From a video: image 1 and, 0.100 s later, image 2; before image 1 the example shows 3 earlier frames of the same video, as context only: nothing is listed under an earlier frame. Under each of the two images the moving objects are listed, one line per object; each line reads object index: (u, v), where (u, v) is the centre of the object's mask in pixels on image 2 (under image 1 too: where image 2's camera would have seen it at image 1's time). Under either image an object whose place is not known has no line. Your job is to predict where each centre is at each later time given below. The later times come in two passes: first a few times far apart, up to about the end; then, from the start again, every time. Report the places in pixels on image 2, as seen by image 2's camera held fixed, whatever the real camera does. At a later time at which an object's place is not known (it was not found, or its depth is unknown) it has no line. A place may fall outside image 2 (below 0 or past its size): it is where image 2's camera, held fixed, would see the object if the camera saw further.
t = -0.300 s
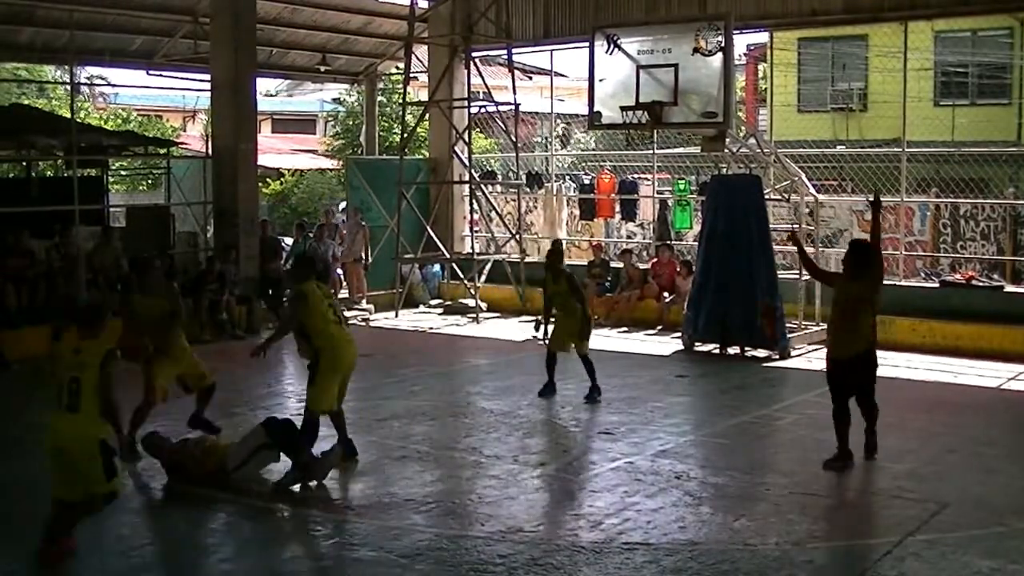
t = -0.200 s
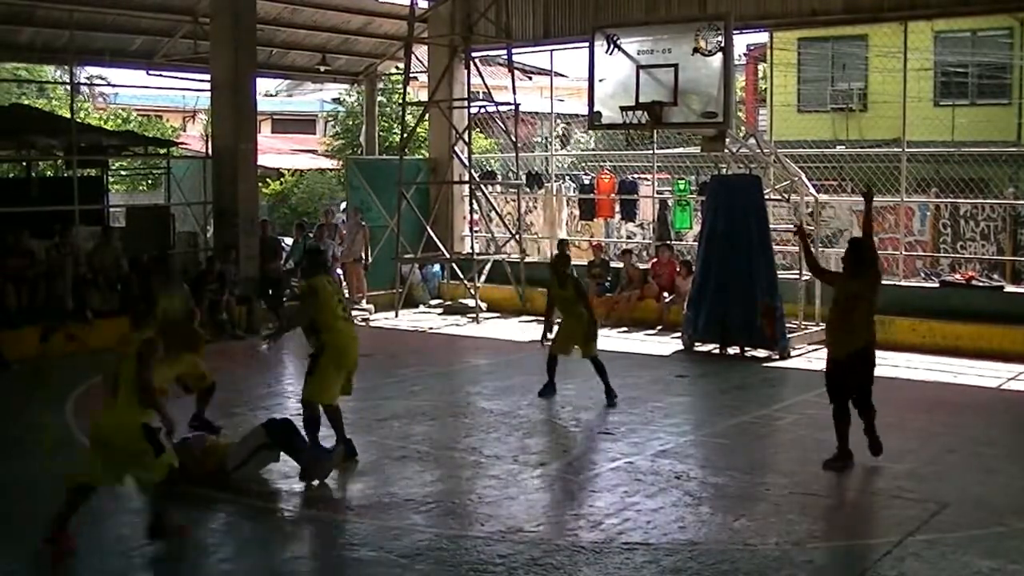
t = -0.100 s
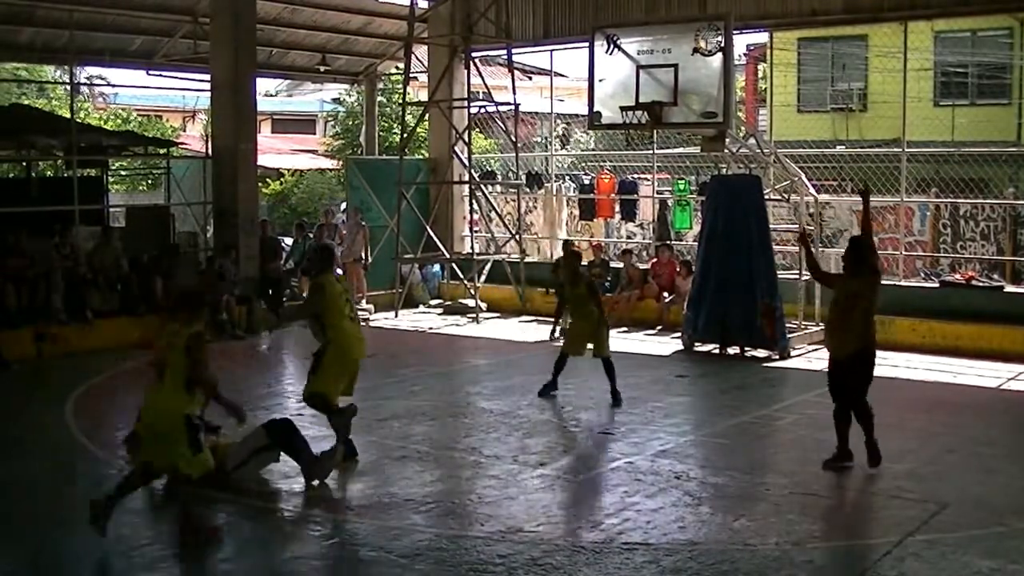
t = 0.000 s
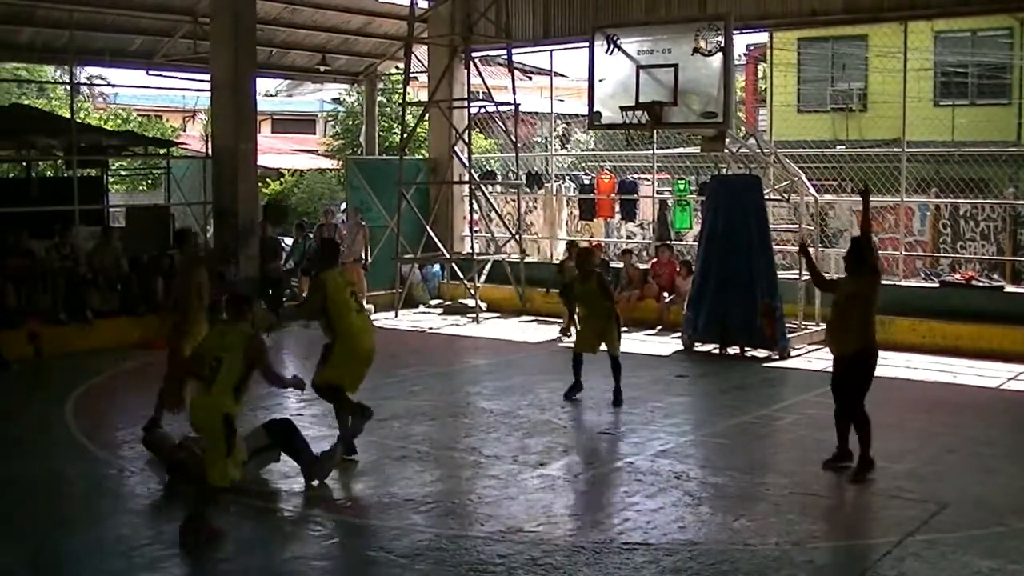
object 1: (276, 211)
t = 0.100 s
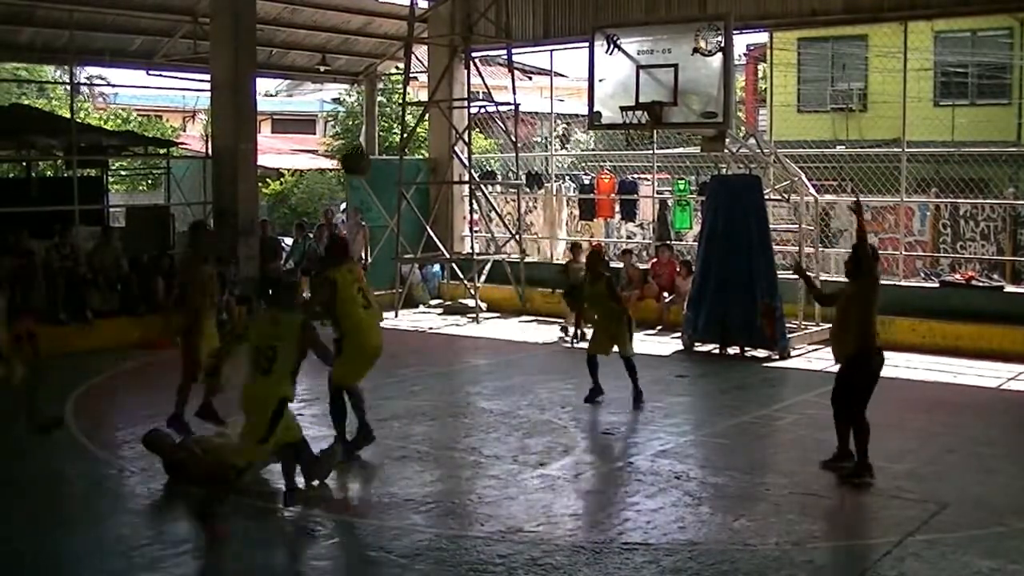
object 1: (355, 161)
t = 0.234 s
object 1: (464, 112)
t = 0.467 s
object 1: (663, 77)
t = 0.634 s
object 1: (805, 96)
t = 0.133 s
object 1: (382, 146)
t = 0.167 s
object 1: (409, 134)
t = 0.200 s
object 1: (436, 121)
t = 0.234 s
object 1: (464, 112)
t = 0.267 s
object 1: (493, 102)
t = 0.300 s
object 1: (521, 93)
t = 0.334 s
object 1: (549, 88)
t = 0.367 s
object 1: (576, 83)
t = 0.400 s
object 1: (606, 79)
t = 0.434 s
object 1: (634, 77)
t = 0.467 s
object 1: (663, 77)
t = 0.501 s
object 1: (692, 78)
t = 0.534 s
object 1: (720, 80)
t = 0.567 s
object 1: (748, 83)
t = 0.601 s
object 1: (777, 89)
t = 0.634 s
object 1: (805, 96)
